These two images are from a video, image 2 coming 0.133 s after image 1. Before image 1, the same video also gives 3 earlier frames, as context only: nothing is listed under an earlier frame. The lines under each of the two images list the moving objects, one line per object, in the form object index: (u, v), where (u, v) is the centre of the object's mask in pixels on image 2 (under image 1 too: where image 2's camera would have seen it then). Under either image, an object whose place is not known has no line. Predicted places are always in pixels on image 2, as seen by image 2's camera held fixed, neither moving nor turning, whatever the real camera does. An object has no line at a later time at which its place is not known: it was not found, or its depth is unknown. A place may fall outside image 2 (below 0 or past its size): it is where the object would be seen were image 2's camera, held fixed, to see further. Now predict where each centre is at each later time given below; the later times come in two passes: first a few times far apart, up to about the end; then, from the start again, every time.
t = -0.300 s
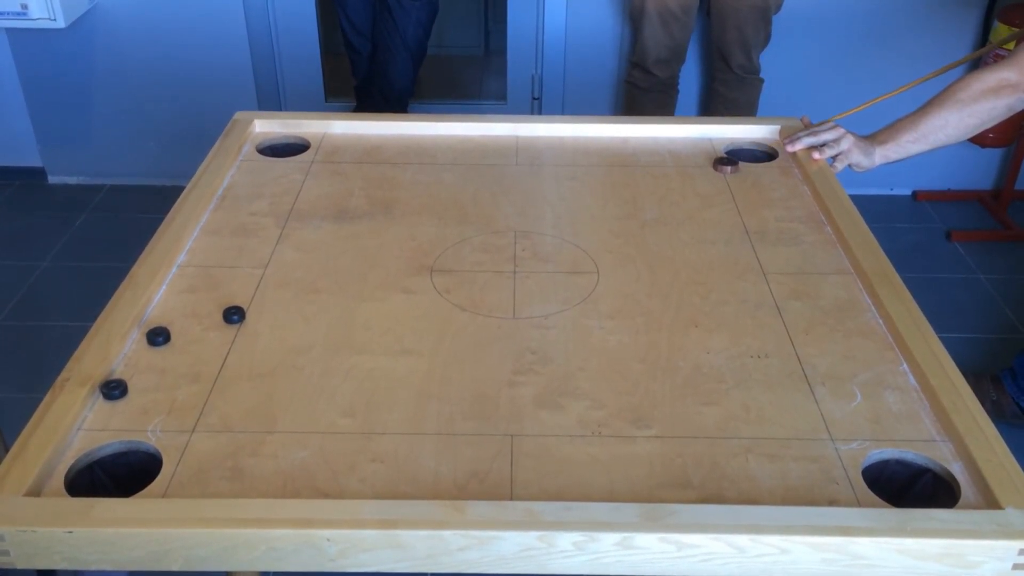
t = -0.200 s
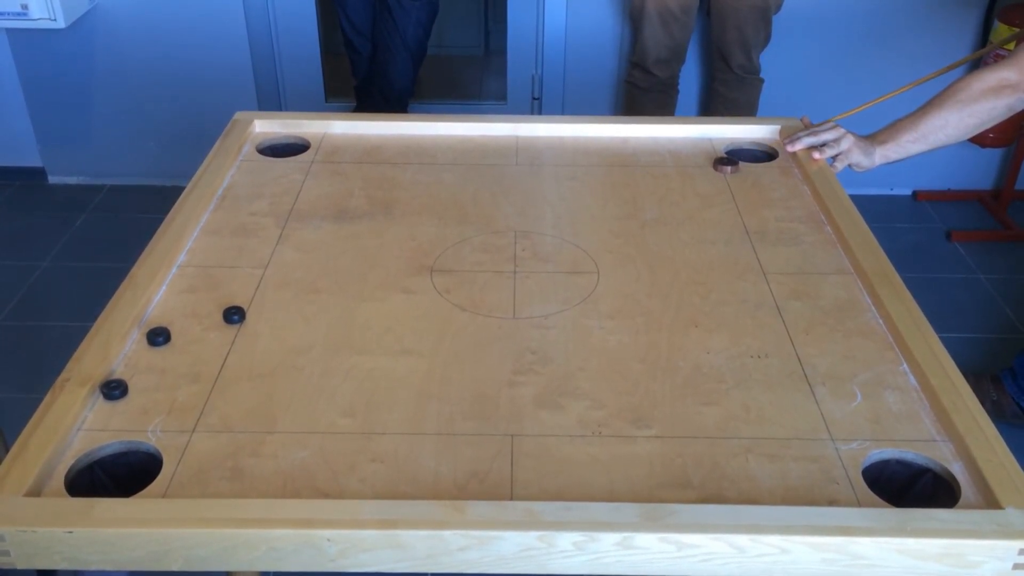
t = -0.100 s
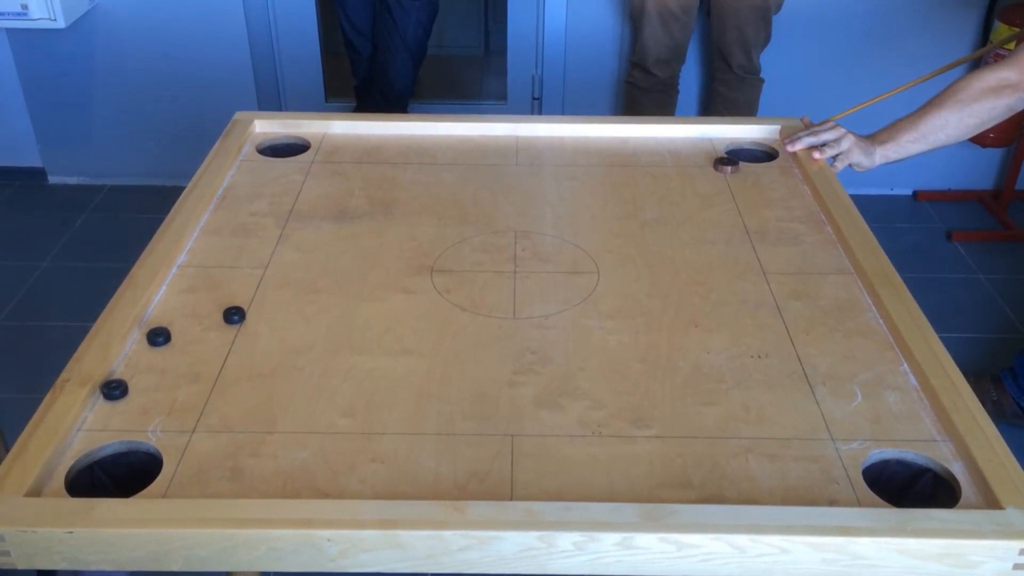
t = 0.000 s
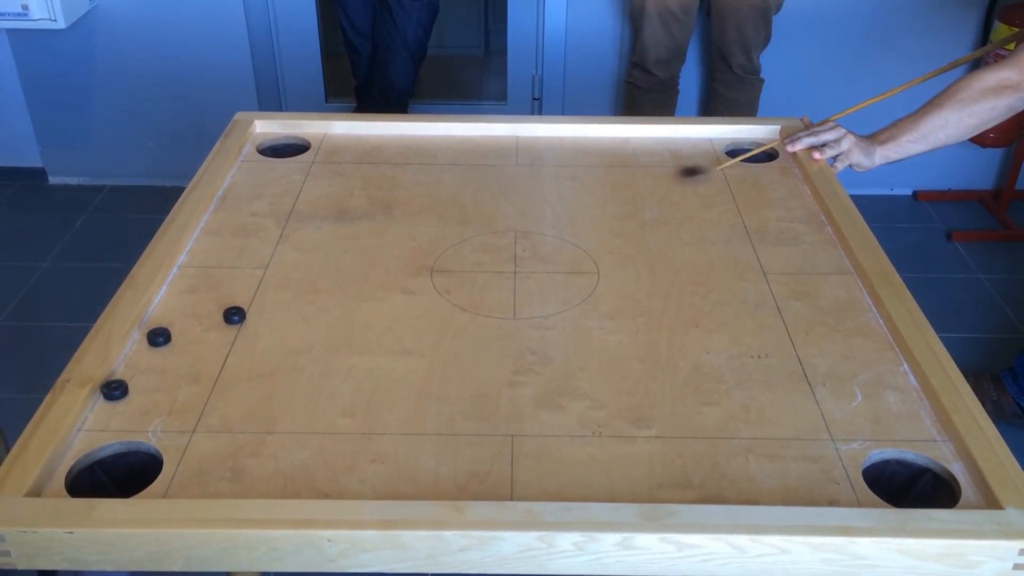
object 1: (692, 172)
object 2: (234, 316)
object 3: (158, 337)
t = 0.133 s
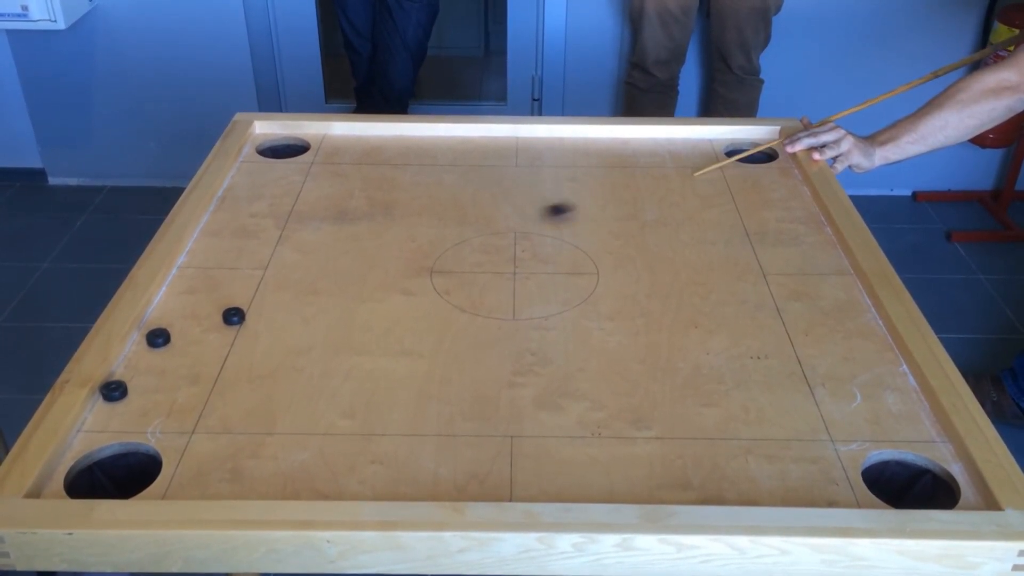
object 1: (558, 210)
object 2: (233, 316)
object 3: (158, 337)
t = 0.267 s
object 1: (416, 250)
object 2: (233, 316)
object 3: (158, 337)
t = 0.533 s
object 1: (185, 324)
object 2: (234, 326)
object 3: (156, 343)
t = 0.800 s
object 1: (283, 352)
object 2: (422, 350)
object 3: (143, 381)
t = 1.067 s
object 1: (333, 363)
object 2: (585, 366)
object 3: (142, 384)
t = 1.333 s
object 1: (343, 365)
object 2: (687, 374)
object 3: (142, 384)
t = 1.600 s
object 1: (343, 365)
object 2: (720, 375)
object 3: (142, 384)
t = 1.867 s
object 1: (343, 365)
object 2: (721, 375)
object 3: (142, 384)
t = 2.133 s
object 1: (343, 365)
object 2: (721, 375)
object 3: (142, 385)
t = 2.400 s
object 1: (343, 365)
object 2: (721, 374)
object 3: (142, 384)
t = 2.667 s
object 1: (343, 365)
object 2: (721, 375)
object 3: (142, 385)
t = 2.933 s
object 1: (343, 365)
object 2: (721, 375)
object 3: (142, 385)
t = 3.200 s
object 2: (721, 375)
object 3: (142, 385)
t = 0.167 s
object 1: (523, 221)
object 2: (233, 316)
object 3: (158, 337)
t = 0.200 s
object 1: (488, 230)
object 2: (233, 316)
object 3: (158, 337)
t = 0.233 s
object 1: (453, 241)
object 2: (233, 316)
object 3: (158, 338)
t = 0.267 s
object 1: (416, 250)
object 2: (233, 316)
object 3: (158, 337)
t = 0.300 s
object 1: (379, 260)
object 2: (233, 316)
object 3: (158, 338)
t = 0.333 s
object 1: (343, 270)
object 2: (233, 316)
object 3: (158, 337)
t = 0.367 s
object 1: (304, 281)
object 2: (234, 316)
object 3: (158, 337)
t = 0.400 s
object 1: (267, 291)
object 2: (233, 316)
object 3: (158, 337)
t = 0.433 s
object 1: (227, 299)
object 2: (233, 316)
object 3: (158, 337)
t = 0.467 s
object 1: (190, 310)
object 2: (234, 320)
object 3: (158, 337)
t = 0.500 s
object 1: (164, 317)
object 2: (234, 323)
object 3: (158, 337)
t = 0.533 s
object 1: (185, 324)
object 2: (234, 326)
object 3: (156, 343)
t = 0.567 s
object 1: (205, 329)
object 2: (235, 329)
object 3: (154, 350)
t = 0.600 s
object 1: (219, 333)
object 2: (264, 332)
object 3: (151, 356)
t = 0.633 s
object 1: (231, 336)
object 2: (293, 335)
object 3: (149, 362)
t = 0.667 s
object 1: (242, 340)
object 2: (319, 338)
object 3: (147, 367)
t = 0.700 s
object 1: (253, 343)
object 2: (346, 341)
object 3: (146, 372)
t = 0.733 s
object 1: (264, 346)
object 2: (372, 345)
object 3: (144, 375)
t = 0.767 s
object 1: (273, 349)
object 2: (396, 348)
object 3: (144, 379)
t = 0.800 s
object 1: (283, 352)
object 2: (422, 350)
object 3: (143, 381)
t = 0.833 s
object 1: (291, 354)
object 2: (446, 353)
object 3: (142, 383)
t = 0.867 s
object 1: (299, 356)
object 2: (469, 355)
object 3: (142, 384)
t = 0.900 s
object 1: (307, 357)
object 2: (490, 357)
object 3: (142, 384)
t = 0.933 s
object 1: (314, 359)
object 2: (511, 359)
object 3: (142, 384)
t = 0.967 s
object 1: (319, 360)
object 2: (530, 361)
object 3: (142, 384)
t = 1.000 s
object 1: (325, 361)
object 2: (550, 363)
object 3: (142, 384)
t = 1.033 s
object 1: (330, 362)
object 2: (568, 365)
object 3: (142, 384)
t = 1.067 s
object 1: (333, 363)
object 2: (585, 366)
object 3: (142, 384)
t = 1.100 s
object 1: (337, 363)
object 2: (602, 368)
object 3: (142, 384)
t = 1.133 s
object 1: (339, 364)
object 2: (617, 369)
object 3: (142, 384)
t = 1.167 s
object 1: (341, 364)
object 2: (632, 370)
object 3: (142, 384)
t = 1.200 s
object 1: (342, 365)
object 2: (645, 371)
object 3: (142, 384)
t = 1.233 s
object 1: (343, 365)
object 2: (657, 372)
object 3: (142, 384)
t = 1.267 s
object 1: (343, 365)
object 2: (669, 373)
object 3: (142, 384)
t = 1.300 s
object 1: (343, 365)
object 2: (678, 373)
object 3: (142, 384)
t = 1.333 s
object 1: (343, 365)
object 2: (687, 374)
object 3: (142, 384)
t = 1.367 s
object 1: (343, 365)
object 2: (695, 374)
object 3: (142, 384)
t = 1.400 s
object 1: (343, 365)
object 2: (701, 374)
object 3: (142, 384)
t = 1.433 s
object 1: (343, 365)
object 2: (707, 374)
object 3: (142, 384)
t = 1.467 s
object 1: (343, 365)
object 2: (711, 375)
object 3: (142, 384)
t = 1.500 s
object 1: (343, 365)
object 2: (715, 375)
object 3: (142, 384)
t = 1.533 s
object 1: (343, 365)
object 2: (718, 375)
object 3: (142, 384)
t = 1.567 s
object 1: (343, 365)
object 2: (719, 375)
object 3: (142, 384)
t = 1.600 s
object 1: (343, 365)
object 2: (720, 375)
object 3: (142, 384)
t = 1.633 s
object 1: (343, 365)
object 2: (720, 375)
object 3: (142, 384)
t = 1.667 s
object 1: (343, 365)
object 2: (720, 375)
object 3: (142, 384)
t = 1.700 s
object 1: (343, 365)
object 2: (721, 375)
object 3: (142, 384)
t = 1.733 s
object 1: (343, 365)
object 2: (721, 375)
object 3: (142, 384)
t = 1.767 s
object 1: (343, 365)
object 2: (721, 375)
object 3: (142, 385)
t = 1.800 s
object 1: (343, 365)
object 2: (721, 375)
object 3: (142, 384)
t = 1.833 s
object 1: (343, 365)
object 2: (721, 375)
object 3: (142, 384)
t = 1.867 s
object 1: (343, 365)
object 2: (721, 375)
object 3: (142, 384)
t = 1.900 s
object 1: (343, 365)
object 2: (721, 375)
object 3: (142, 384)
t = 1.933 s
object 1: (343, 365)
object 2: (721, 375)
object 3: (142, 385)
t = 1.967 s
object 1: (343, 365)
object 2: (721, 375)
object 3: (142, 385)
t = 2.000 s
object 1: (343, 365)
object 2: (721, 375)
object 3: (142, 385)
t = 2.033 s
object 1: (343, 365)
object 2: (721, 375)
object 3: (142, 384)
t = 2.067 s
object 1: (343, 365)
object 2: (721, 375)
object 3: (142, 384)
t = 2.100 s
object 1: (343, 365)
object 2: (721, 375)
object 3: (142, 384)
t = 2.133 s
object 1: (343, 365)
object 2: (721, 375)
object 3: (142, 385)
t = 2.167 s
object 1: (343, 365)
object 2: (721, 375)
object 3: (142, 384)
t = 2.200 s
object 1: (343, 365)
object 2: (721, 375)
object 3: (142, 385)
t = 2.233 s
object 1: (343, 365)
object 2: (721, 375)
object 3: (142, 385)
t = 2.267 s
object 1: (343, 365)
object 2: (721, 375)
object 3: (142, 384)
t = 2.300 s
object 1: (343, 365)
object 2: (721, 375)
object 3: (142, 384)
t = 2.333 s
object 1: (343, 365)
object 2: (721, 375)
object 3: (142, 384)
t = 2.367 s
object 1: (343, 365)
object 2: (721, 375)
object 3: (142, 385)
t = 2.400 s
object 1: (343, 365)
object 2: (721, 374)
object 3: (142, 384)
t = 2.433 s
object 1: (343, 365)
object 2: (721, 375)
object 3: (142, 384)
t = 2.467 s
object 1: (343, 365)
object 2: (721, 375)
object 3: (142, 385)
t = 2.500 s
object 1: (343, 365)
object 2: (721, 375)
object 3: (142, 385)
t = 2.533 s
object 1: (344, 365)
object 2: (721, 375)
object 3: (142, 385)
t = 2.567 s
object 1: (343, 365)
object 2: (721, 375)
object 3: (142, 385)
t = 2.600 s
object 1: (343, 365)
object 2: (721, 375)
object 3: (142, 385)
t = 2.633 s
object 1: (343, 365)
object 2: (721, 375)
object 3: (142, 385)
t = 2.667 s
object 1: (343, 365)
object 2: (721, 375)
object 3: (142, 385)
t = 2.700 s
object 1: (343, 365)
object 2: (721, 375)
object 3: (142, 385)
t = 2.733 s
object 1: (343, 365)
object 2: (721, 375)
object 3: (142, 385)
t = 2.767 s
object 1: (343, 365)
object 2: (721, 375)
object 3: (142, 385)
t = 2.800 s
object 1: (343, 365)
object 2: (721, 375)
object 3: (142, 385)
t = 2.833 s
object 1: (343, 365)
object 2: (721, 375)
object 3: (142, 385)
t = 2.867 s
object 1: (343, 365)
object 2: (721, 375)
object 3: (142, 385)
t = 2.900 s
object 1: (343, 365)
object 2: (721, 375)
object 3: (142, 385)
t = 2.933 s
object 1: (343, 365)
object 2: (721, 375)
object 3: (142, 385)
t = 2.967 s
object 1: (343, 365)
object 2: (721, 375)
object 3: (142, 385)
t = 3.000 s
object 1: (343, 365)
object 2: (721, 375)
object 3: (142, 385)
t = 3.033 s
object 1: (343, 365)
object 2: (721, 375)
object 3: (142, 385)
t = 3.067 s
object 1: (343, 365)
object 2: (721, 375)
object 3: (142, 385)
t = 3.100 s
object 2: (721, 375)
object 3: (142, 385)
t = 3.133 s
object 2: (721, 375)
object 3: (142, 385)
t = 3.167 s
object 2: (721, 375)
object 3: (142, 385)
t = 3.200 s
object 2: (721, 375)
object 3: (142, 385)
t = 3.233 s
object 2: (721, 375)
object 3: (142, 385)
